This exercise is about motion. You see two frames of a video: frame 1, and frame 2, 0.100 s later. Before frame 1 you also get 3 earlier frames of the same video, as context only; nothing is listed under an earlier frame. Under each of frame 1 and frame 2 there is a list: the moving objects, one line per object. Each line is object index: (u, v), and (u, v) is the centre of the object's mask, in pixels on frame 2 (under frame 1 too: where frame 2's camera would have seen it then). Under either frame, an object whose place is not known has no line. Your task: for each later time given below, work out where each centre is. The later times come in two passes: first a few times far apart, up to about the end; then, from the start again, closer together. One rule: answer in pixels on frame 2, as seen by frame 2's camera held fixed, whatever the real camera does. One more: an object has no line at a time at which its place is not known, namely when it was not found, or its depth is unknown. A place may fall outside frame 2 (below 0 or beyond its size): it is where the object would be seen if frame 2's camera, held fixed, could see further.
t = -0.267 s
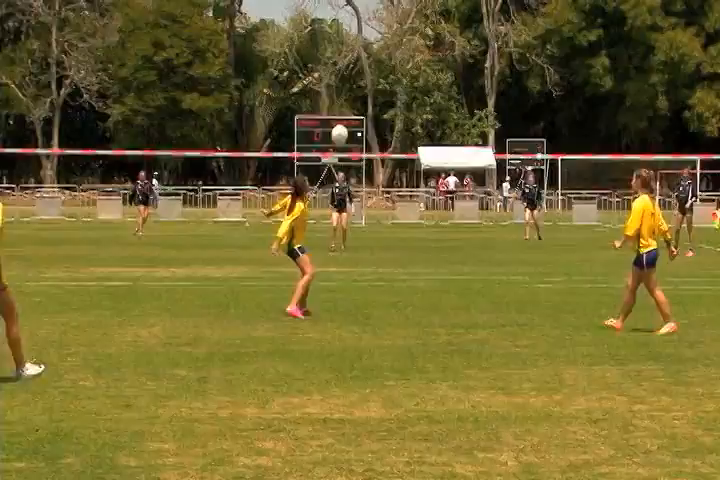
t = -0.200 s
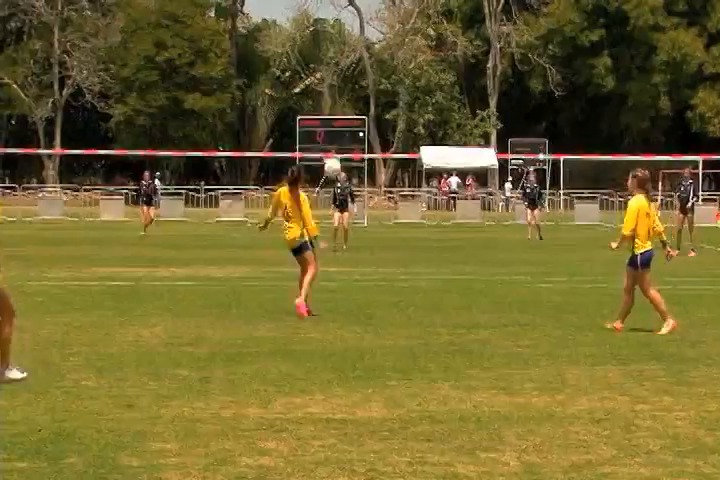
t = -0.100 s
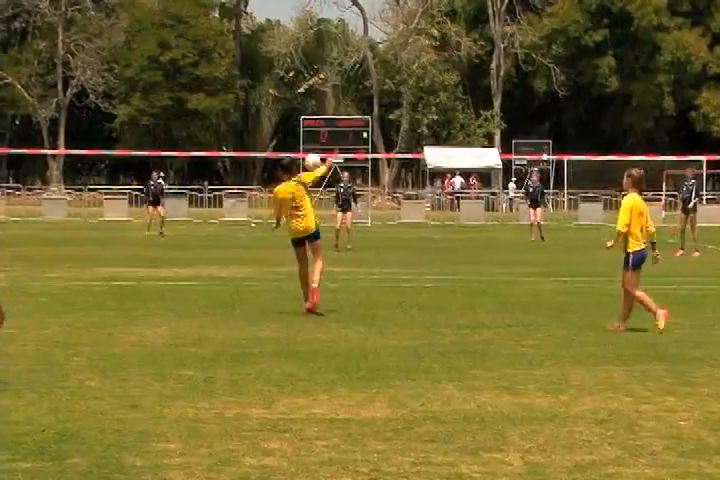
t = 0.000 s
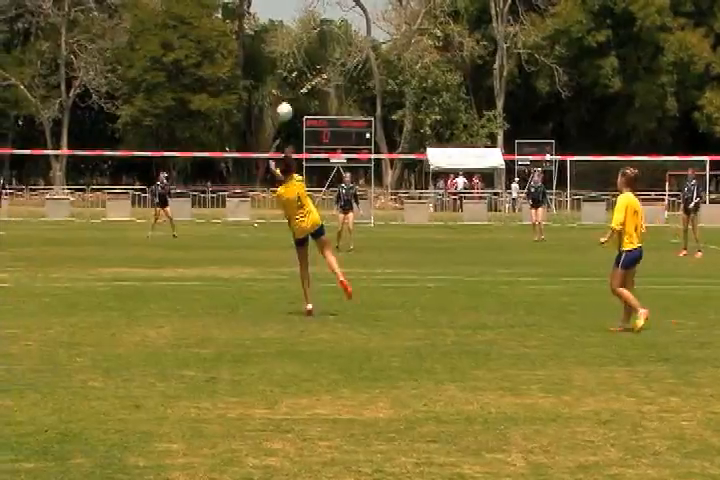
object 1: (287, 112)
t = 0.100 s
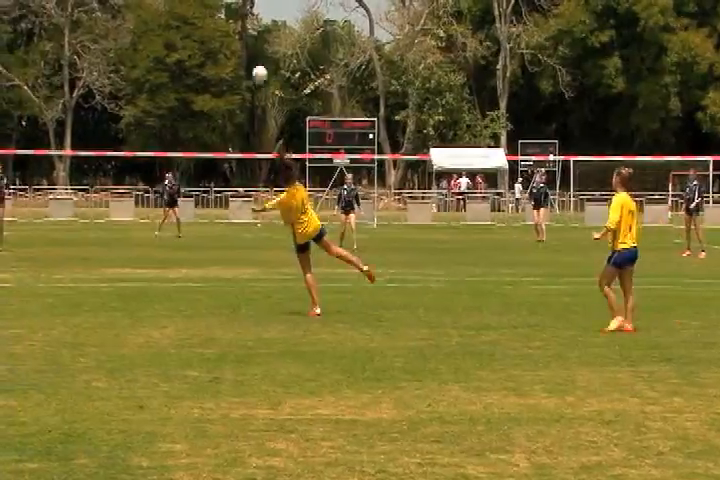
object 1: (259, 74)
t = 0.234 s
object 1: (226, 42)
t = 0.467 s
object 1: (173, 29)
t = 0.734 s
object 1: (121, 62)
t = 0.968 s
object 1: (81, 126)
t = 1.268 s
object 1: (38, 240)
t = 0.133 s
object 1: (251, 64)
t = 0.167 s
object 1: (242, 56)
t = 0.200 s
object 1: (234, 48)
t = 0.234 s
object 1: (226, 42)
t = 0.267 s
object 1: (217, 37)
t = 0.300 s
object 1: (210, 33)
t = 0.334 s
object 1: (202, 31)
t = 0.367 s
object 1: (195, 29)
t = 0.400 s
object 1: (188, 28)
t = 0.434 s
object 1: (180, 28)
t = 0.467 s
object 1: (173, 29)
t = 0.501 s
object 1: (166, 30)
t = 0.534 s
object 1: (159, 32)
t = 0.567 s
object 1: (153, 36)
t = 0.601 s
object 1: (146, 39)
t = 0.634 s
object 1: (139, 44)
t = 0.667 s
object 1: (133, 49)
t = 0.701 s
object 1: (127, 55)
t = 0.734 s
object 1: (121, 62)
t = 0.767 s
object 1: (115, 70)
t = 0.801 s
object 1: (109, 77)
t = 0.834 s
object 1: (103, 86)
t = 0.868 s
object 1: (97, 96)
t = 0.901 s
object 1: (92, 105)
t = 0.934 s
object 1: (86, 115)
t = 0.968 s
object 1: (81, 126)
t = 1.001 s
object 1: (76, 137)
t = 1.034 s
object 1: (71, 146)
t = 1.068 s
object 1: (66, 160)
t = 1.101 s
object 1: (61, 170)
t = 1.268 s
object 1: (38, 240)
